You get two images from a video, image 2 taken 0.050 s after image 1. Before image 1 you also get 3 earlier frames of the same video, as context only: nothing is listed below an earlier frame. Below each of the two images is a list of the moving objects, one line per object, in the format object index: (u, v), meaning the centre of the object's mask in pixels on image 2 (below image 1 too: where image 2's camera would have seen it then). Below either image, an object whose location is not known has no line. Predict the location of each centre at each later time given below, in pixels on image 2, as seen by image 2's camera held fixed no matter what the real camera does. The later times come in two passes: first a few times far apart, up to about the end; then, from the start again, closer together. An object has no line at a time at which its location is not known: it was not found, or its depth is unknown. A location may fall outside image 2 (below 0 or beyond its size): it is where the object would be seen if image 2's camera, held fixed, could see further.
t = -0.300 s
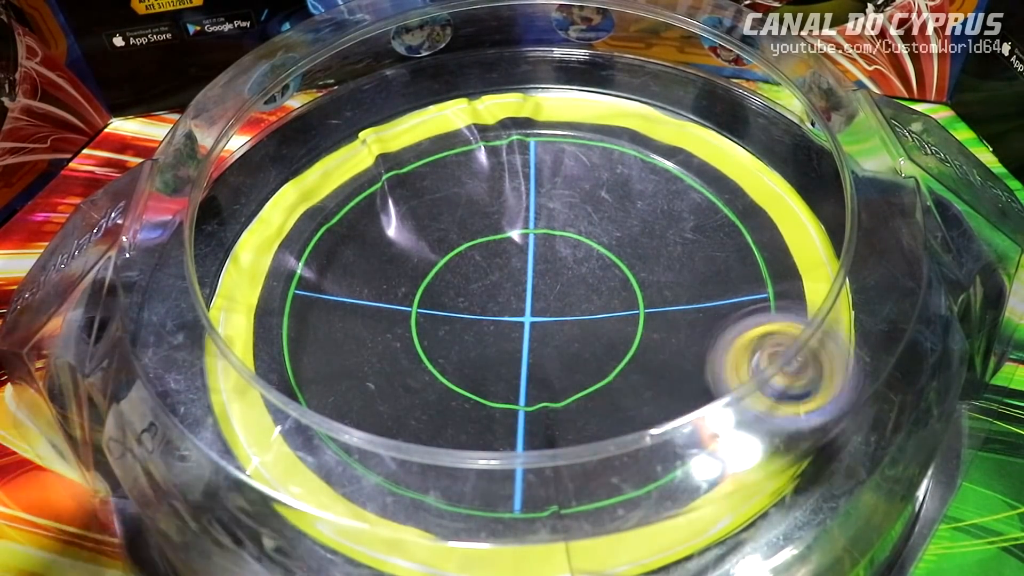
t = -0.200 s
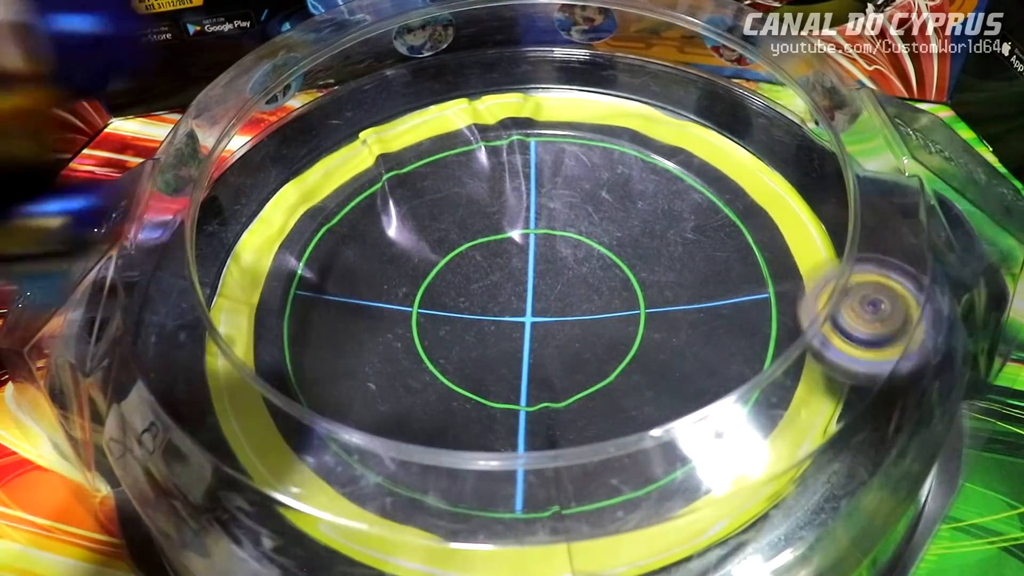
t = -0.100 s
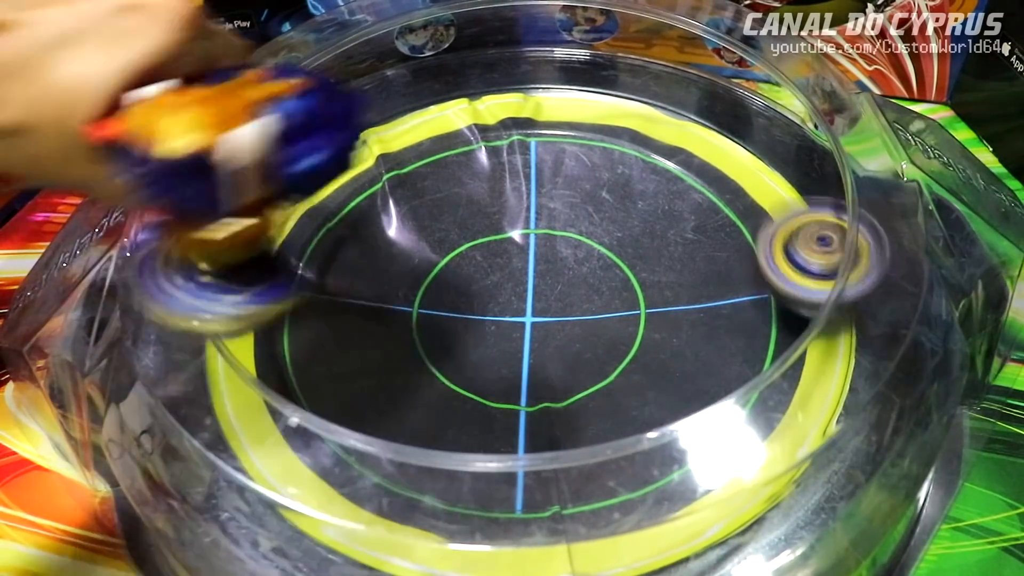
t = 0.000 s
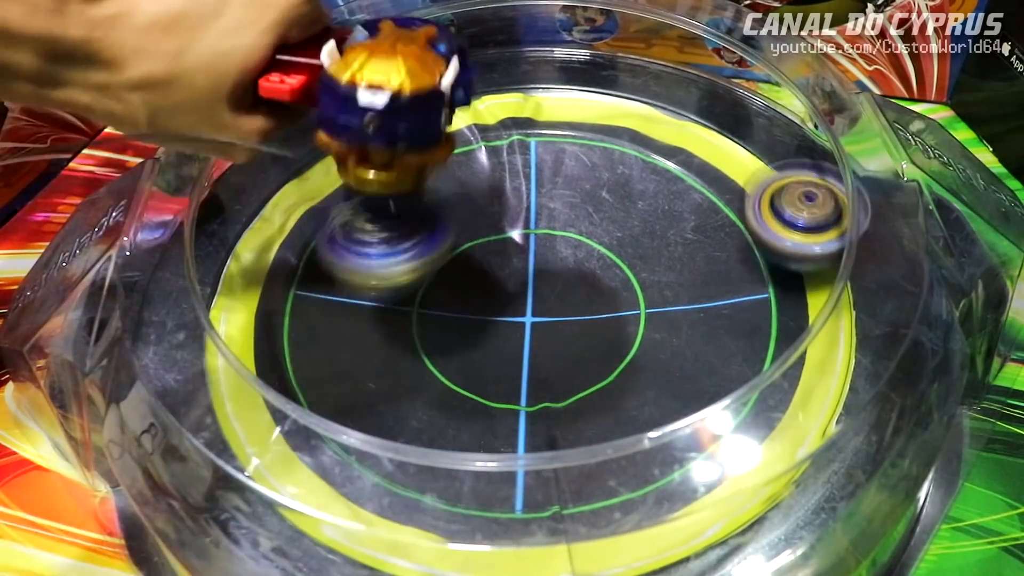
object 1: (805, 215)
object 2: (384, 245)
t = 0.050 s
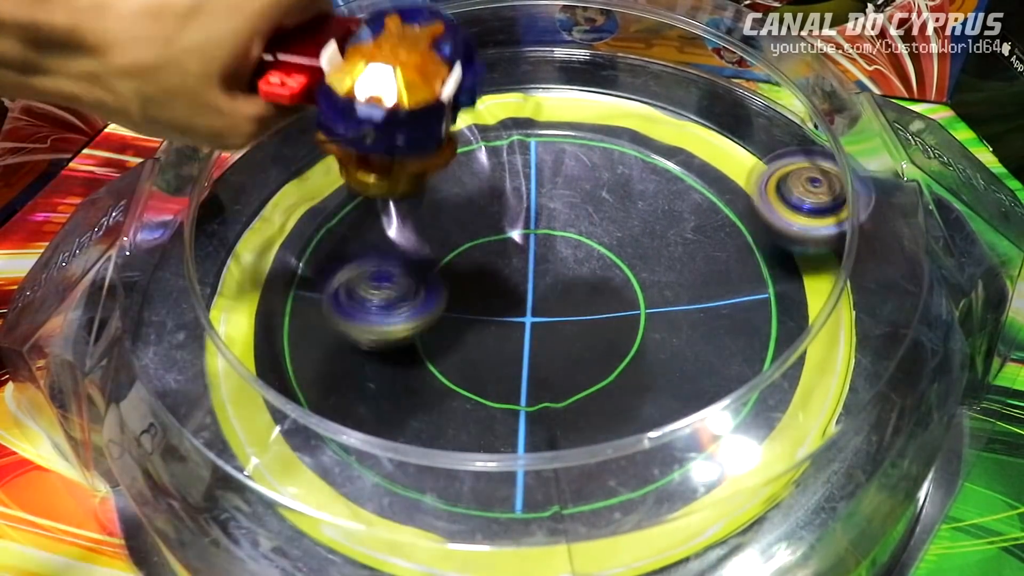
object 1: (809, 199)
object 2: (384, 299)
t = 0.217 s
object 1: (778, 156)
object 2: (442, 265)
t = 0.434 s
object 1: (722, 120)
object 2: (568, 259)
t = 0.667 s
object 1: (612, 124)
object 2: (570, 269)
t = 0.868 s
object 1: (356, 175)
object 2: (452, 328)
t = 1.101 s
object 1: (198, 354)
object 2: (568, 370)
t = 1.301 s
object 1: (431, 524)
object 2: (639, 170)
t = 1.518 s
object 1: (841, 350)
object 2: (483, 45)
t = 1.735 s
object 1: (694, 80)
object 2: (291, 121)
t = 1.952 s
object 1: (302, 127)
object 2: (284, 306)
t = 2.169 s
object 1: (468, 526)
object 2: (698, 491)
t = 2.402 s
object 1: (852, 297)
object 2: (728, 102)
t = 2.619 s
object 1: (717, 112)
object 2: (315, 104)
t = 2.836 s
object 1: (459, 57)
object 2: (276, 506)
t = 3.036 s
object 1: (240, 205)
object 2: (803, 484)
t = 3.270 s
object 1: (385, 516)
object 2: (767, 132)
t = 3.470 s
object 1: (800, 431)
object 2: (498, 44)
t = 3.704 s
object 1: (770, 135)
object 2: (238, 221)
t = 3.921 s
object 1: (488, 52)
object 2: (359, 515)
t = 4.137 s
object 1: (234, 202)
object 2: (809, 421)
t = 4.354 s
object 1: (315, 482)
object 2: (816, 210)
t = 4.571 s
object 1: (761, 460)
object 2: (636, 181)
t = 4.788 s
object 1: (812, 184)
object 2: (367, 257)
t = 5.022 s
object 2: (343, 501)
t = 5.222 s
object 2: (470, 500)
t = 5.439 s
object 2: (480, 475)
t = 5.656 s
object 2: (609, 351)
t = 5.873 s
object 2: (531, 180)
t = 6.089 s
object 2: (314, 184)
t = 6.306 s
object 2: (255, 220)
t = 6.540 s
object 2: (185, 275)
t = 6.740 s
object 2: (148, 301)
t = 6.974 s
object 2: (254, 273)
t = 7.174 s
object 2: (397, 305)
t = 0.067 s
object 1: (812, 194)
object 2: (384, 288)
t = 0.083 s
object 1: (815, 189)
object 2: (386, 280)
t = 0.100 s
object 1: (816, 187)
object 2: (390, 274)
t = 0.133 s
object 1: (815, 176)
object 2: (402, 270)
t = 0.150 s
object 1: (809, 173)
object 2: (411, 277)
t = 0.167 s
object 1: (795, 170)
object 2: (418, 279)
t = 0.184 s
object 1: (790, 165)
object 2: (426, 270)
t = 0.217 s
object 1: (778, 156)
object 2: (442, 265)
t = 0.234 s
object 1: (773, 153)
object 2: (452, 268)
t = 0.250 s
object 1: (768, 150)
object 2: (462, 267)
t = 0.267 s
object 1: (764, 145)
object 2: (470, 263)
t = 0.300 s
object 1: (756, 138)
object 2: (491, 266)
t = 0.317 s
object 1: (752, 137)
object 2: (502, 265)
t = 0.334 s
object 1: (748, 135)
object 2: (512, 261)
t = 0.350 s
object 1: (744, 132)
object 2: (523, 260)
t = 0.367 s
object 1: (740, 129)
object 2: (534, 264)
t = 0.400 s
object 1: (732, 125)
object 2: (551, 258)
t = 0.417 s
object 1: (727, 122)
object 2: (559, 257)
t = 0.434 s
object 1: (722, 120)
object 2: (568, 259)
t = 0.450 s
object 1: (718, 117)
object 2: (575, 262)
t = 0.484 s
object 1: (706, 116)
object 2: (584, 252)
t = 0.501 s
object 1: (700, 114)
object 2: (587, 252)
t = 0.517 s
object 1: (693, 113)
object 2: (591, 257)
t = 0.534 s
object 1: (689, 113)
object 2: (594, 263)
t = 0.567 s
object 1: (674, 112)
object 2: (595, 265)
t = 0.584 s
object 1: (667, 113)
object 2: (594, 266)
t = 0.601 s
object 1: (658, 113)
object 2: (591, 266)
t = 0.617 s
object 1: (648, 115)
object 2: (589, 268)
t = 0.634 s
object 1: (638, 118)
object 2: (584, 266)
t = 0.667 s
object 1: (612, 124)
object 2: (570, 269)
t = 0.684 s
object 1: (596, 128)
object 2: (563, 267)
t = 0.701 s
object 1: (577, 135)
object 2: (555, 267)
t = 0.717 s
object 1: (557, 136)
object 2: (546, 267)
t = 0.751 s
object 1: (516, 149)
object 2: (525, 263)
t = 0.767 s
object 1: (492, 159)
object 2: (514, 262)
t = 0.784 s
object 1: (471, 167)
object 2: (502, 260)
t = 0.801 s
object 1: (447, 173)
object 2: (491, 270)
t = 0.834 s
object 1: (400, 171)
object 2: (473, 302)
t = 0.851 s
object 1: (379, 173)
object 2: (462, 316)
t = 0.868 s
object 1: (356, 175)
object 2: (452, 328)
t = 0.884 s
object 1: (336, 178)
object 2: (445, 341)
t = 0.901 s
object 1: (321, 186)
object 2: (440, 352)
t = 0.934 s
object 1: (284, 202)
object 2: (439, 371)
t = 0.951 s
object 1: (270, 215)
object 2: (442, 378)
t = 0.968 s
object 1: (256, 229)
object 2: (449, 385)
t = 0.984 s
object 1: (245, 242)
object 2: (457, 389)
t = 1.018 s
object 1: (224, 274)
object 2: (483, 394)
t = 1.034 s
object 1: (213, 288)
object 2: (498, 394)
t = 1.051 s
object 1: (205, 307)
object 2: (514, 391)
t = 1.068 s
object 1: (198, 321)
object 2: (531, 386)
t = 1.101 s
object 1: (198, 354)
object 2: (568, 370)
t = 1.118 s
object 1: (207, 366)
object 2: (585, 357)
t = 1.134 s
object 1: (218, 384)
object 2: (597, 344)
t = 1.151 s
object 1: (230, 398)
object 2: (611, 327)
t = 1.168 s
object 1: (242, 415)
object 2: (625, 311)
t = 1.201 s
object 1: (278, 451)
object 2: (640, 274)
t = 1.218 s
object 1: (297, 467)
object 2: (646, 255)
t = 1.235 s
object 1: (316, 481)
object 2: (648, 237)
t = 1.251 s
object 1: (334, 493)
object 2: (647, 218)
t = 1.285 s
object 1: (396, 520)
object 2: (646, 184)
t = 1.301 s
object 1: (431, 524)
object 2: (639, 170)
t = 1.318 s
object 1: (466, 527)
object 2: (632, 158)
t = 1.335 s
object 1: (502, 525)
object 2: (625, 143)
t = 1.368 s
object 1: (584, 524)
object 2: (608, 113)
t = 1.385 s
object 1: (623, 519)
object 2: (596, 100)
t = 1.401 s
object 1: (665, 510)
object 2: (585, 91)
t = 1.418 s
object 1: (702, 500)
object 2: (572, 85)
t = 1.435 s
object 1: (736, 474)
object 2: (560, 76)
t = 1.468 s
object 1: (799, 429)
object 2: (530, 62)
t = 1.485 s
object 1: (809, 403)
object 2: (516, 50)
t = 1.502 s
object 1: (829, 377)
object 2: (502, 43)
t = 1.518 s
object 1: (841, 350)
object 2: (483, 45)
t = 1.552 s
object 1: (854, 294)
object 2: (457, 56)
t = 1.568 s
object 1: (854, 268)
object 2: (440, 56)
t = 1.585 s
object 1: (849, 244)
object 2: (424, 59)
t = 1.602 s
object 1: (840, 222)
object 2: (407, 65)
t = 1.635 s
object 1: (810, 178)
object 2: (376, 78)
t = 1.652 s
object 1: (792, 164)
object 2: (361, 81)
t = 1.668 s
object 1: (777, 145)
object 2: (345, 89)
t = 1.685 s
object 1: (759, 124)
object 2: (331, 96)
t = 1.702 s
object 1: (738, 107)
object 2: (318, 104)
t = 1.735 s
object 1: (694, 80)
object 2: (291, 121)
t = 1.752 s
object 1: (669, 70)
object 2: (278, 133)
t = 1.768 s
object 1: (643, 61)
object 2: (266, 145)
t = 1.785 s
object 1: (616, 55)
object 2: (258, 156)
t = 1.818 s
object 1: (553, 50)
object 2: (256, 181)
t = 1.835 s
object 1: (519, 48)
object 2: (255, 197)
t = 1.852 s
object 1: (489, 52)
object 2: (253, 208)
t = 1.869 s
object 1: (458, 55)
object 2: (255, 223)
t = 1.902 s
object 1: (391, 76)
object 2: (263, 255)
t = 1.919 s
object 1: (361, 89)
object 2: (268, 271)
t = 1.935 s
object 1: (330, 106)
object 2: (274, 286)
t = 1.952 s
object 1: (302, 127)
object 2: (284, 306)
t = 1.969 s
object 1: (274, 154)
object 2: (297, 326)
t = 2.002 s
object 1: (233, 212)
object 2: (329, 362)
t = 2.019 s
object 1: (217, 245)
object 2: (351, 378)
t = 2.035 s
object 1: (206, 280)
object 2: (378, 393)
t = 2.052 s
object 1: (205, 319)
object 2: (400, 429)
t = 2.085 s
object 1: (239, 397)
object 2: (480, 461)
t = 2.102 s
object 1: (270, 433)
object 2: (525, 469)
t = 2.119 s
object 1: (307, 472)
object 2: (569, 472)
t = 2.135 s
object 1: (349, 500)
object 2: (610, 472)
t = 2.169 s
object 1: (468, 526)
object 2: (698, 491)
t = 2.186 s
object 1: (530, 527)
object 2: (746, 478)
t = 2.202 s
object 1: (595, 522)
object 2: (793, 471)
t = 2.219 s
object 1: (655, 512)
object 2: (820, 443)
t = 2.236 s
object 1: (699, 499)
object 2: (848, 415)
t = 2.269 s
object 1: (747, 444)
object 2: (896, 345)
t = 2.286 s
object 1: (765, 424)
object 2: (879, 306)
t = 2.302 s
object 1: (790, 398)
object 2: (853, 265)
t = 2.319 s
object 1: (807, 380)
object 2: (832, 232)
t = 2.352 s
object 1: (833, 346)
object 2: (793, 177)
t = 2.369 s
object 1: (844, 330)
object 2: (773, 150)
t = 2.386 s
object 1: (850, 312)
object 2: (752, 127)
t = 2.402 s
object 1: (852, 297)
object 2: (728, 102)
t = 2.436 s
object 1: (850, 256)
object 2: (674, 65)
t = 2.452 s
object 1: (844, 240)
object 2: (639, 56)
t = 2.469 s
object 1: (836, 225)
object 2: (611, 50)
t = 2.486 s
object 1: (822, 211)
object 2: (573, 42)
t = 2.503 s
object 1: (806, 190)
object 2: (535, 46)
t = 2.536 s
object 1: (789, 166)
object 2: (475, 47)
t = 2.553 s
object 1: (778, 158)
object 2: (437, 53)
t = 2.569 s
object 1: (765, 145)
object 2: (407, 61)
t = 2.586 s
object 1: (749, 132)
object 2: (373, 75)
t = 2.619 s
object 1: (717, 112)
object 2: (315, 104)
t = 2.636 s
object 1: (698, 105)
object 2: (288, 123)
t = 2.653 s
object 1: (682, 98)
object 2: (261, 151)
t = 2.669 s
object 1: (662, 90)
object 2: (249, 176)
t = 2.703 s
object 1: (625, 79)
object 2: (238, 233)
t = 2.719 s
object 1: (605, 73)
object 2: (227, 265)
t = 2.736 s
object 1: (582, 68)
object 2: (220, 304)
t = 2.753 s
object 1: (562, 66)
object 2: (218, 340)
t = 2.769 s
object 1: (540, 61)
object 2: (218, 371)
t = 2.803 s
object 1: (498, 58)
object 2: (228, 442)
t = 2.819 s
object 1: (479, 59)
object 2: (248, 477)
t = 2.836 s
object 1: (459, 57)
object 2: (276, 506)
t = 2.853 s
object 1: (438, 57)
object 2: (316, 520)
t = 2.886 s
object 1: (396, 68)
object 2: (398, 535)
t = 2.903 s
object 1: (376, 78)
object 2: (448, 540)
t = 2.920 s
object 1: (357, 90)
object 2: (492, 542)
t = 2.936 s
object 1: (338, 104)
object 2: (537, 544)
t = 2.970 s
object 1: (298, 130)
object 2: (635, 537)
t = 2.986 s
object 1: (282, 144)
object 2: (677, 533)
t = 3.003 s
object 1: (264, 162)
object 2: (732, 529)
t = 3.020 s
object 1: (252, 184)
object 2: (774, 515)
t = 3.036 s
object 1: (240, 205)
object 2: (803, 484)
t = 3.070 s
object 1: (213, 249)
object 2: (856, 427)
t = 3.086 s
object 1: (205, 272)
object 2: (877, 396)
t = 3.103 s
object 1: (199, 295)
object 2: (889, 368)
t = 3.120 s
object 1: (201, 326)
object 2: (882, 340)
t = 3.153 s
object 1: (222, 375)
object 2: (852, 285)
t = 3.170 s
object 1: (237, 397)
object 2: (841, 258)
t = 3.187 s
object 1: (252, 418)
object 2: (828, 235)
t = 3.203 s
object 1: (272, 443)
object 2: (816, 212)
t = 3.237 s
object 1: (325, 480)
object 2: (790, 171)
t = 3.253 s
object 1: (347, 495)
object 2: (781, 153)
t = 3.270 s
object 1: (385, 516)
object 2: (767, 132)
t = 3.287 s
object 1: (419, 520)
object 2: (750, 112)
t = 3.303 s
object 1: (454, 525)
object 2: (730, 95)
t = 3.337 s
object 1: (529, 523)
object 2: (692, 70)
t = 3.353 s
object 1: (567, 524)
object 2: (668, 62)
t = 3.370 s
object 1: (604, 520)
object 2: (646, 57)
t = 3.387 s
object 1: (640, 516)
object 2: (623, 49)
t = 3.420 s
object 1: (712, 490)
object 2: (573, 42)
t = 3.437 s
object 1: (743, 472)
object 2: (545, 44)
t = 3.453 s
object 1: (773, 453)
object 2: (519, 44)
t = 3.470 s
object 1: (800, 431)
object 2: (498, 44)
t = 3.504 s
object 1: (828, 382)
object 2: (443, 52)
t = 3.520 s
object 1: (839, 360)
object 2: (419, 60)
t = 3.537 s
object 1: (848, 332)
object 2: (395, 65)
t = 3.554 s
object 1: (850, 308)
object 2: (371, 75)
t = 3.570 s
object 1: (853, 285)
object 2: (349, 86)
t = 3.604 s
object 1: (850, 240)
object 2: (307, 108)
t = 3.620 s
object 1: (841, 222)
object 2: (288, 123)
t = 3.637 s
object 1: (826, 204)
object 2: (269, 142)
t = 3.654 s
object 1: (806, 185)
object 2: (255, 160)
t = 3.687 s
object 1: (786, 154)
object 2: (246, 202)
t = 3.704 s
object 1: (770, 135)
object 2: (238, 221)
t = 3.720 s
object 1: (754, 121)
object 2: (230, 245)
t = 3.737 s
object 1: (734, 104)
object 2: (223, 269)
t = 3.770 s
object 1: (698, 86)
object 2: (208, 323)
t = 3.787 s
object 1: (676, 73)
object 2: (205, 349)
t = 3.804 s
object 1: (653, 65)
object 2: (208, 371)
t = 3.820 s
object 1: (632, 61)
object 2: (217, 390)
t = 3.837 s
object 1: (610, 56)
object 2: (223, 418)
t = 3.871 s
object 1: (561, 49)
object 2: (265, 473)
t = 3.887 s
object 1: (535, 49)
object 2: (294, 488)
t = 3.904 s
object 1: (510, 50)
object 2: (325, 505)
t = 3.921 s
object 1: (488, 52)
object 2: (359, 515)
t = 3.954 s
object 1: (442, 59)
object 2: (441, 525)
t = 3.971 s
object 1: (420, 65)
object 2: (480, 528)
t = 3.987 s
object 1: (396, 73)
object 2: (520, 528)
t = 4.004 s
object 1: (374, 81)
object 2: (561, 526)
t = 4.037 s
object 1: (334, 103)
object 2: (635, 516)
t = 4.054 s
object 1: (314, 113)
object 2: (670, 509)
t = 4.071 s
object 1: (296, 130)
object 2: (703, 502)
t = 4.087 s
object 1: (276, 148)
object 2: (735, 479)
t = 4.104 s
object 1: (262, 166)
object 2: (770, 463)
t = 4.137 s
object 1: (234, 202)
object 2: (809, 421)
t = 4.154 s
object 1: (222, 217)
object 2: (819, 400)
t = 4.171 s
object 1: (212, 238)
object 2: (823, 377)
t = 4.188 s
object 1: (204, 259)
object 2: (832, 355)
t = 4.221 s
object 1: (197, 307)
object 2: (842, 316)
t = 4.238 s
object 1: (198, 329)
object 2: (847, 302)
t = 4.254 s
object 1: (205, 355)
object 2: (847, 285)
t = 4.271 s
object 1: (216, 373)
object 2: (844, 267)
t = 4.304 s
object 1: (241, 423)
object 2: (835, 242)
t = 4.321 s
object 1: (263, 444)
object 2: (830, 231)
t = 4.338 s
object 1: (286, 465)
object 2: (823, 218)
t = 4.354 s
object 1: (315, 482)
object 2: (816, 210)
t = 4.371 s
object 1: (339, 497)
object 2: (804, 203)
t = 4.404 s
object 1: (409, 520)
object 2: (792, 189)
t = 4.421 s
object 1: (444, 524)
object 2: (784, 183)
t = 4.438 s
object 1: (482, 525)
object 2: (774, 183)
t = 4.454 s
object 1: (520, 526)
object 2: (763, 179)
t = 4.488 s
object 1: (598, 519)
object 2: (731, 179)
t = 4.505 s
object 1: (632, 518)
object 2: (716, 181)
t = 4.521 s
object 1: (667, 511)
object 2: (695, 185)
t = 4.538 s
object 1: (705, 497)
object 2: (676, 185)
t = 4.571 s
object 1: (761, 460)
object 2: (636, 181)
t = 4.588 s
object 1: (790, 442)
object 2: (615, 181)
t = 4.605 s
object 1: (807, 419)
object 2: (590, 179)
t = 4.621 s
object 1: (817, 398)
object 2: (565, 181)
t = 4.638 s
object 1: (831, 373)
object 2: (542, 182)
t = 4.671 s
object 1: (849, 326)
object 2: (493, 193)
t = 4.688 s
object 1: (851, 303)
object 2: (470, 198)
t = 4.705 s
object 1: (853, 281)
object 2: (451, 206)
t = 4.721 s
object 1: (853, 256)
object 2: (431, 212)
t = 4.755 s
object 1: (840, 220)
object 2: (396, 231)
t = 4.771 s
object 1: (829, 204)
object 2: (380, 244)
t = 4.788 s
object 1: (812, 184)
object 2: (367, 257)
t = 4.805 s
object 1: (798, 170)
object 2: (354, 270)
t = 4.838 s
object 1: (774, 140)
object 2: (333, 302)
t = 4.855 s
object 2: (323, 320)
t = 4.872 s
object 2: (318, 337)
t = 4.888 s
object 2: (320, 353)
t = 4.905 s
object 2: (324, 365)
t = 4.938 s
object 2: (325, 409)
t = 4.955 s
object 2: (333, 429)
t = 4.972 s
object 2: (338, 448)
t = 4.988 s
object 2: (339, 467)
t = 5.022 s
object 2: (343, 501)
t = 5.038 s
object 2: (347, 510)
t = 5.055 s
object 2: (360, 514)
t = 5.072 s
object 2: (368, 517)
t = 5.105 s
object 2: (401, 520)
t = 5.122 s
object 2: (415, 519)
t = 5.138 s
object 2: (432, 519)
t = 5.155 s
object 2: (442, 517)
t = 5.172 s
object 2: (451, 516)
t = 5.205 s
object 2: (467, 502)
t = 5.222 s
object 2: (470, 500)
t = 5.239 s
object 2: (472, 499)
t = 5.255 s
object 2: (473, 497)
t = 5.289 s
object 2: (473, 494)
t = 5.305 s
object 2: (473, 493)
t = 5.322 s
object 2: (473, 491)
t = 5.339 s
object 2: (472, 490)
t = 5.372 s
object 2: (474, 486)
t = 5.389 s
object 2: (475, 482)
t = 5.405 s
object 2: (477, 479)
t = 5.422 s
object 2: (478, 477)
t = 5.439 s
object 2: (480, 475)
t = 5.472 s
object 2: (488, 467)
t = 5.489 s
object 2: (493, 464)
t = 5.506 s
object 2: (502, 456)
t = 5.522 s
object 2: (512, 447)
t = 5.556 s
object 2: (534, 429)
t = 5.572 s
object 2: (548, 418)
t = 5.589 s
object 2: (561, 402)
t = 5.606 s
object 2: (577, 393)
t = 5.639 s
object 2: (600, 369)
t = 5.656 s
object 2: (609, 351)
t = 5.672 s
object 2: (616, 334)
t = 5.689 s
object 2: (620, 318)
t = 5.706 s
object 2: (623, 301)
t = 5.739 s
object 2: (617, 269)
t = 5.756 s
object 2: (611, 253)
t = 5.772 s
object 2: (603, 239)
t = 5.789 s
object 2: (594, 226)
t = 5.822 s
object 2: (571, 202)
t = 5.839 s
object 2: (558, 193)
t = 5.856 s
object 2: (544, 186)
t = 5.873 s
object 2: (531, 180)
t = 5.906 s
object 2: (497, 168)
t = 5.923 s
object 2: (480, 164)
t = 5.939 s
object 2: (464, 161)
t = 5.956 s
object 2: (447, 158)
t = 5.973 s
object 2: (429, 156)
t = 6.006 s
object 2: (393, 157)
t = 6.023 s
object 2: (374, 159)
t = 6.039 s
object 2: (357, 162)
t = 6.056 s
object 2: (342, 170)
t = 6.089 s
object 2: (314, 184)
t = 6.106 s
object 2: (301, 191)
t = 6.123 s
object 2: (290, 199)
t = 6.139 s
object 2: (281, 206)
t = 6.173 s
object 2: (265, 215)
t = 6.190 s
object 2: (260, 218)
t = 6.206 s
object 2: (257, 220)
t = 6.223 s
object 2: (255, 222)
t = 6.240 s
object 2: (254, 222)
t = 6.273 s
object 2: (254, 222)
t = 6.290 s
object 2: (255, 221)
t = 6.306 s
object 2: (255, 220)
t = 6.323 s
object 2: (256, 219)
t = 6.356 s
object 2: (257, 218)
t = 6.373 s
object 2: (259, 217)
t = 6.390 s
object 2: (259, 217)
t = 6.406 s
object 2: (260, 216)
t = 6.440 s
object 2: (260, 217)
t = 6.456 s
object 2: (251, 225)
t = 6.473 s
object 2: (237, 233)
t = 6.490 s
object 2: (216, 249)
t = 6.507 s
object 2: (205, 254)
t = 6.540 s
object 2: (185, 275)
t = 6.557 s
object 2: (178, 285)
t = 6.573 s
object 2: (171, 293)
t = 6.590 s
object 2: (166, 299)
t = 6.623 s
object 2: (144, 310)
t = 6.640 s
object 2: (125, 323)
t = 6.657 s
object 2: (123, 322)
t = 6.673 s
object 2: (136, 312)
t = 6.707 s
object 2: (146, 306)
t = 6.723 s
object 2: (147, 304)
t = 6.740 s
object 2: (148, 301)
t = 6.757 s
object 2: (154, 298)
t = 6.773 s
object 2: (167, 294)
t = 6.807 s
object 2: (175, 292)
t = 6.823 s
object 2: (178, 288)
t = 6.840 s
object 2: (181, 284)
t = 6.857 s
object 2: (188, 283)
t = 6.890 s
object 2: (213, 287)
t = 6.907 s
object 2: (219, 283)
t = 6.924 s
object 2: (226, 280)
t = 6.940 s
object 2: (236, 279)
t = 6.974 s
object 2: (254, 273)
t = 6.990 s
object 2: (260, 271)
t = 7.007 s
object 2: (270, 269)
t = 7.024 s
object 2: (278, 266)
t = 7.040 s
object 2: (289, 268)
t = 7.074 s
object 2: (311, 271)
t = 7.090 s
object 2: (326, 277)
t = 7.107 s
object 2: (336, 281)
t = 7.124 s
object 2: (353, 286)
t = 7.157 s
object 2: (383, 301)
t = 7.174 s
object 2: (397, 305)
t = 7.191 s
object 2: (416, 312)
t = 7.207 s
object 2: (433, 316)
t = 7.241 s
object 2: (468, 321)
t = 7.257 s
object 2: (481, 322)
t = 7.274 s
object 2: (500, 323)
